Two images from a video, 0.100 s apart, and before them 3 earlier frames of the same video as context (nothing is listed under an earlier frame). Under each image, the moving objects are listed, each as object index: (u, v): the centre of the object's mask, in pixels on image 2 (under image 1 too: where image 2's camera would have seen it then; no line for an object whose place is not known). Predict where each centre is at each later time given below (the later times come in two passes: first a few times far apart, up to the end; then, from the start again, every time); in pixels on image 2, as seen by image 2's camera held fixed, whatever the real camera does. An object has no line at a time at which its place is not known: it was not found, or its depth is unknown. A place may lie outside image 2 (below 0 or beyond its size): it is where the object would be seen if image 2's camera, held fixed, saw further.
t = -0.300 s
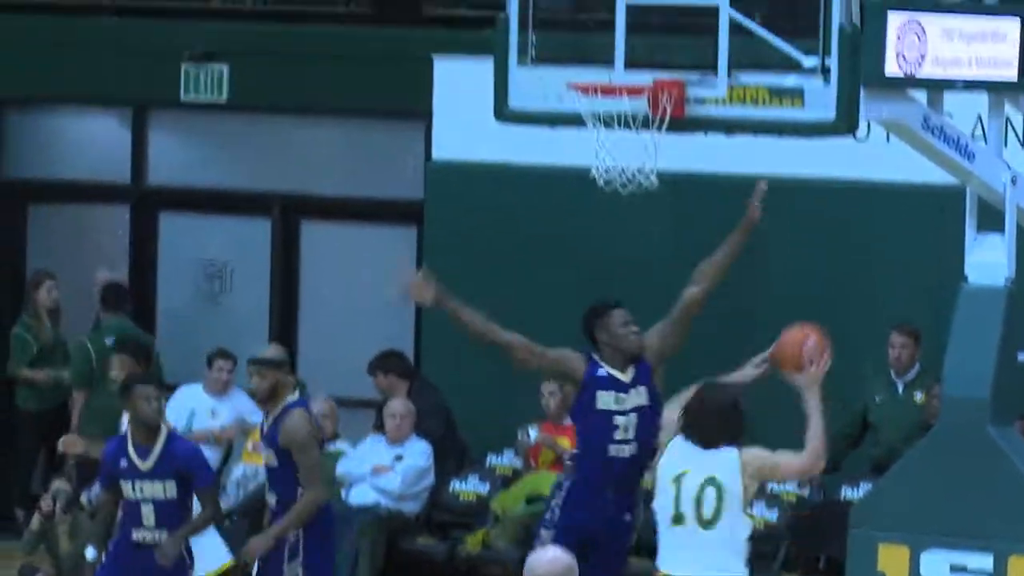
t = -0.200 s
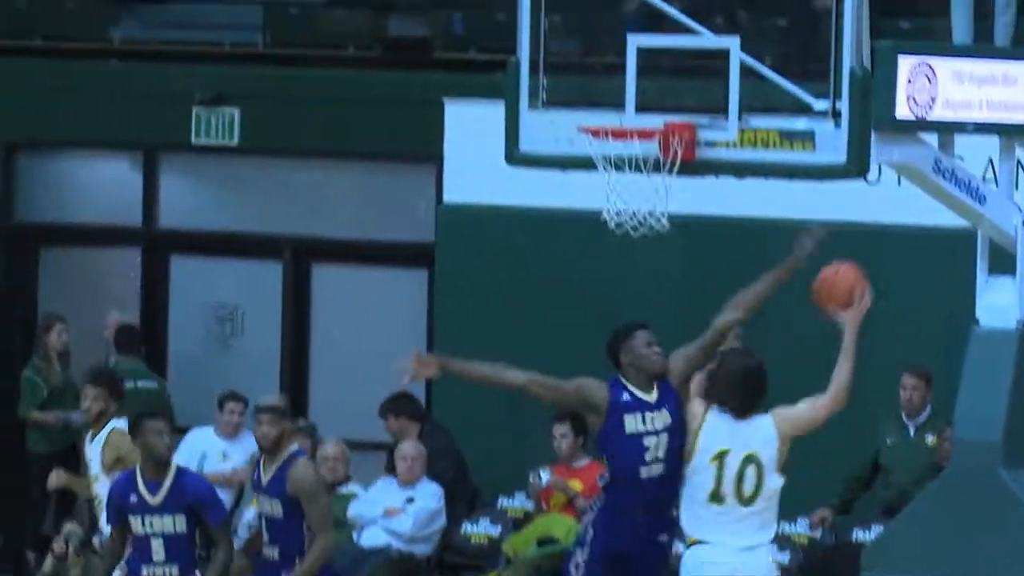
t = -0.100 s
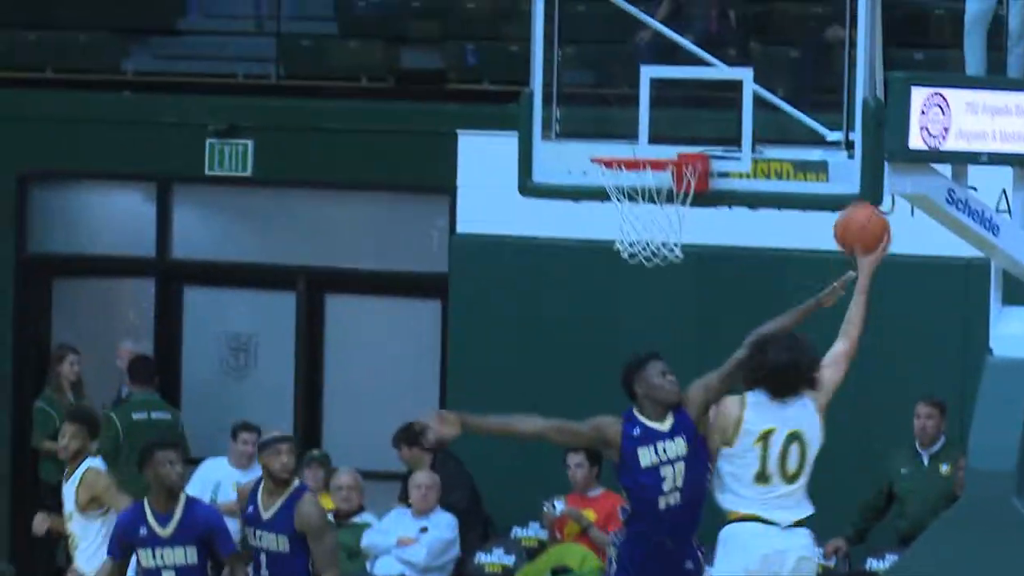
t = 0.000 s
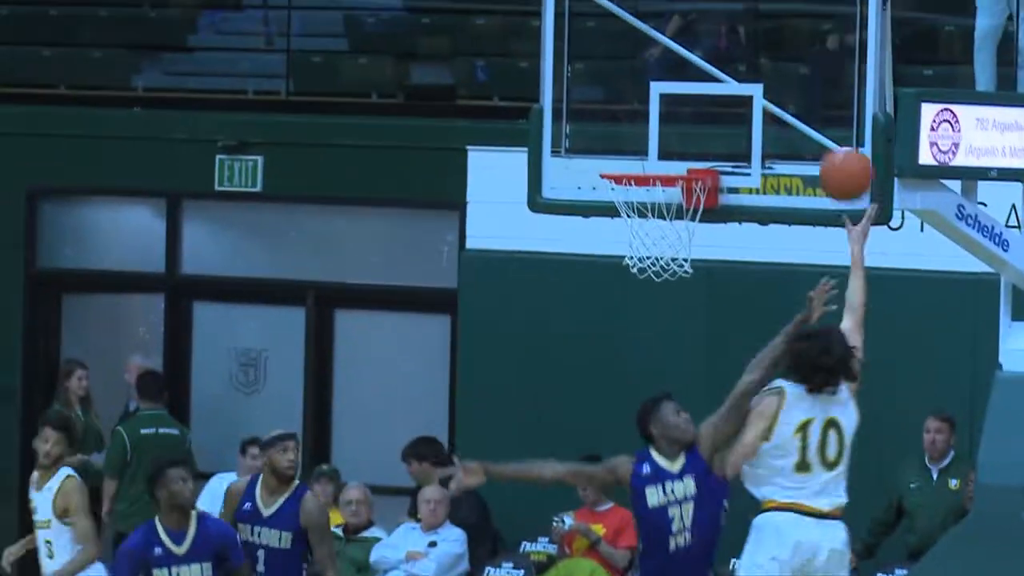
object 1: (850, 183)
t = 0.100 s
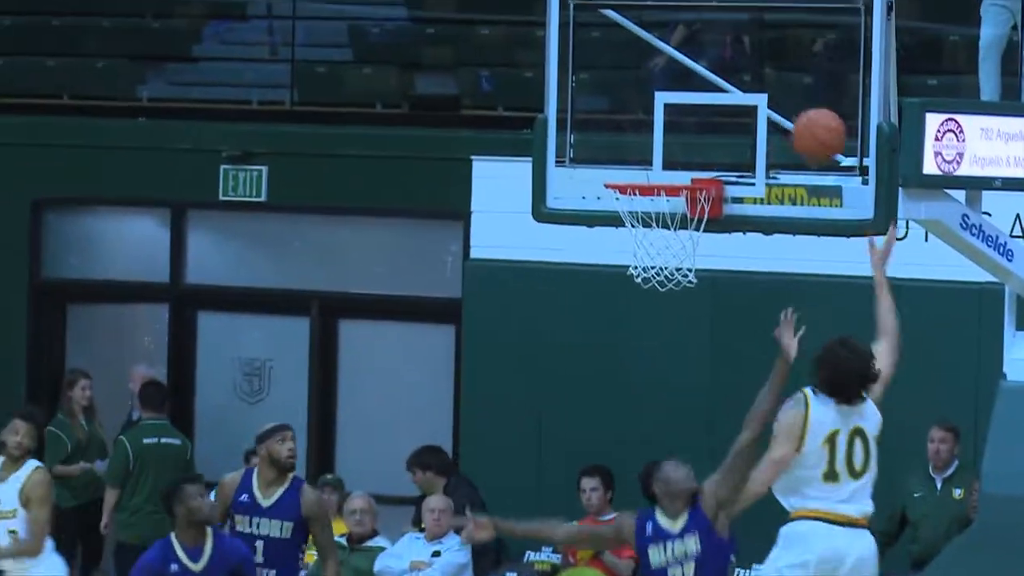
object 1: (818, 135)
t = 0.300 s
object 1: (737, 114)
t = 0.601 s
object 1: (647, 158)
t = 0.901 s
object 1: (679, 215)
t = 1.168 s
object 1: (689, 307)
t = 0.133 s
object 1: (808, 124)
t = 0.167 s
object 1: (796, 117)
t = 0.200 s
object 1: (782, 112)
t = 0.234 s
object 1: (766, 110)
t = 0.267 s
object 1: (752, 111)
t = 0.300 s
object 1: (737, 114)
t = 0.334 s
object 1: (723, 120)
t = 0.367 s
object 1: (708, 128)
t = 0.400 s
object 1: (694, 138)
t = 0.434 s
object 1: (680, 151)
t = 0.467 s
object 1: (667, 160)
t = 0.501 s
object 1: (662, 156)
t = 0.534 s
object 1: (657, 155)
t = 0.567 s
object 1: (652, 155)
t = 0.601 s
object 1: (647, 158)
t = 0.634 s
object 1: (642, 162)
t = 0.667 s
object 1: (636, 166)
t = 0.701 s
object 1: (633, 178)
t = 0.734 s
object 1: (640, 178)
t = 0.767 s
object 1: (648, 181)
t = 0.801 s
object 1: (655, 187)
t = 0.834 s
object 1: (663, 196)
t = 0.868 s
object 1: (670, 204)
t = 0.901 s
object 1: (679, 215)
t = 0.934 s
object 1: (686, 229)
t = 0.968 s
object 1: (690, 244)
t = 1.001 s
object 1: (693, 252)
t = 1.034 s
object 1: (695, 260)
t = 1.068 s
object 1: (693, 268)
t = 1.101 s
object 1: (692, 279)
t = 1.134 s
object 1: (690, 293)
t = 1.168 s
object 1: (689, 307)
